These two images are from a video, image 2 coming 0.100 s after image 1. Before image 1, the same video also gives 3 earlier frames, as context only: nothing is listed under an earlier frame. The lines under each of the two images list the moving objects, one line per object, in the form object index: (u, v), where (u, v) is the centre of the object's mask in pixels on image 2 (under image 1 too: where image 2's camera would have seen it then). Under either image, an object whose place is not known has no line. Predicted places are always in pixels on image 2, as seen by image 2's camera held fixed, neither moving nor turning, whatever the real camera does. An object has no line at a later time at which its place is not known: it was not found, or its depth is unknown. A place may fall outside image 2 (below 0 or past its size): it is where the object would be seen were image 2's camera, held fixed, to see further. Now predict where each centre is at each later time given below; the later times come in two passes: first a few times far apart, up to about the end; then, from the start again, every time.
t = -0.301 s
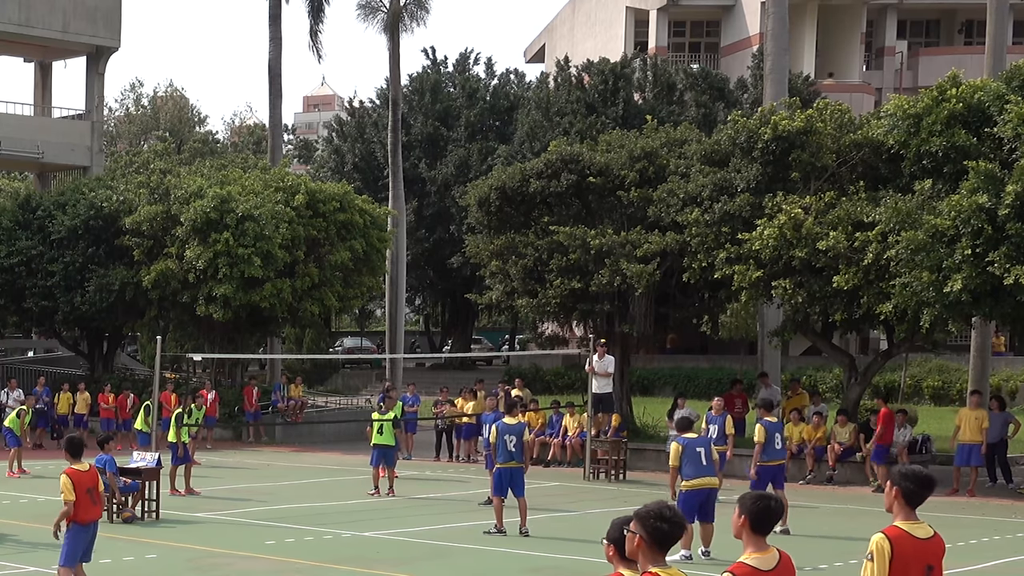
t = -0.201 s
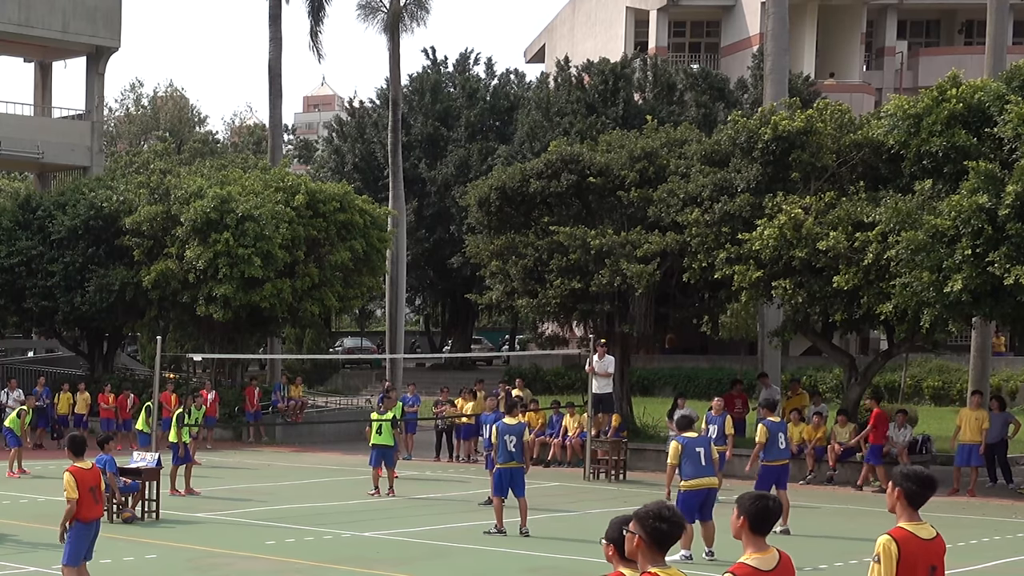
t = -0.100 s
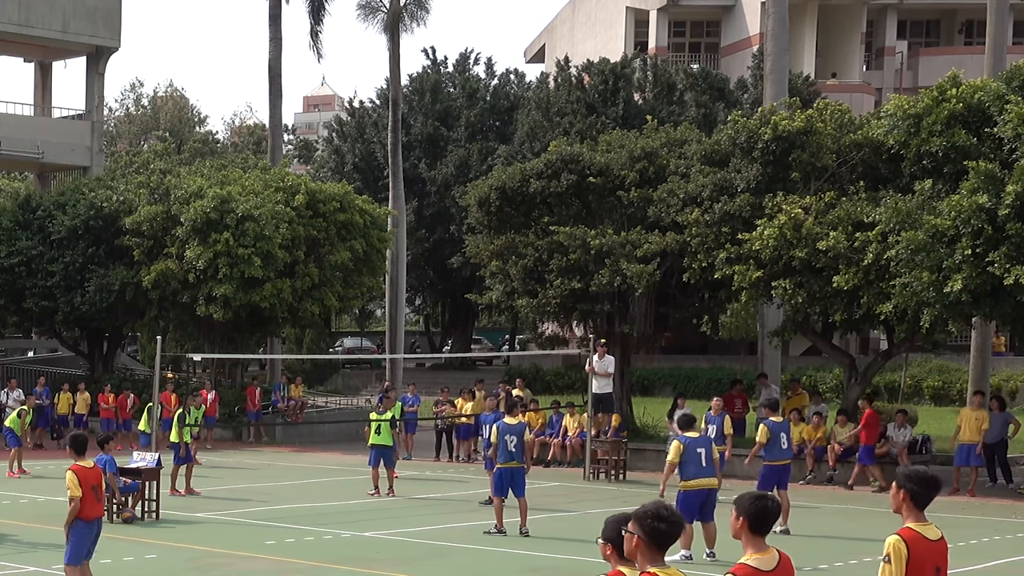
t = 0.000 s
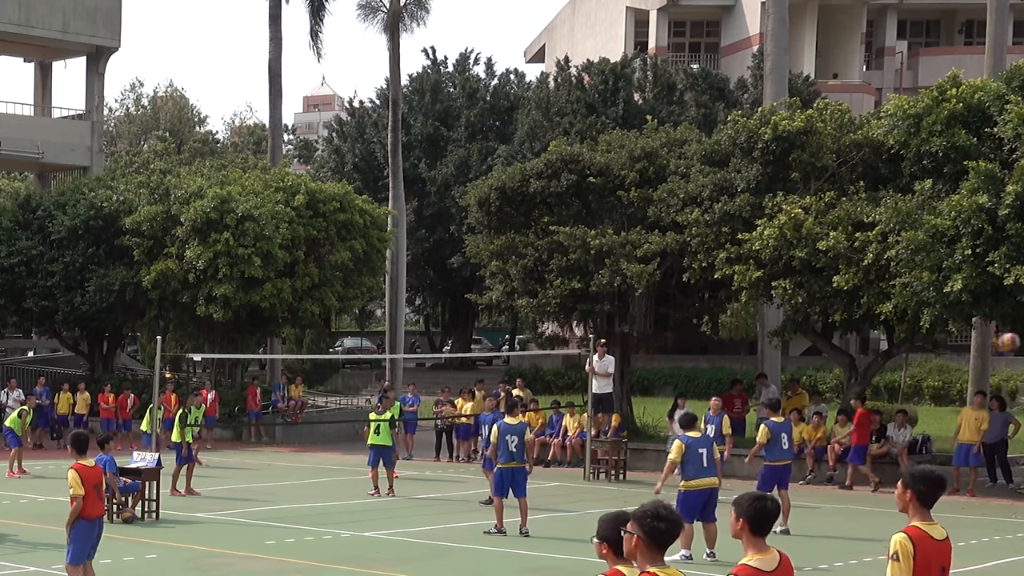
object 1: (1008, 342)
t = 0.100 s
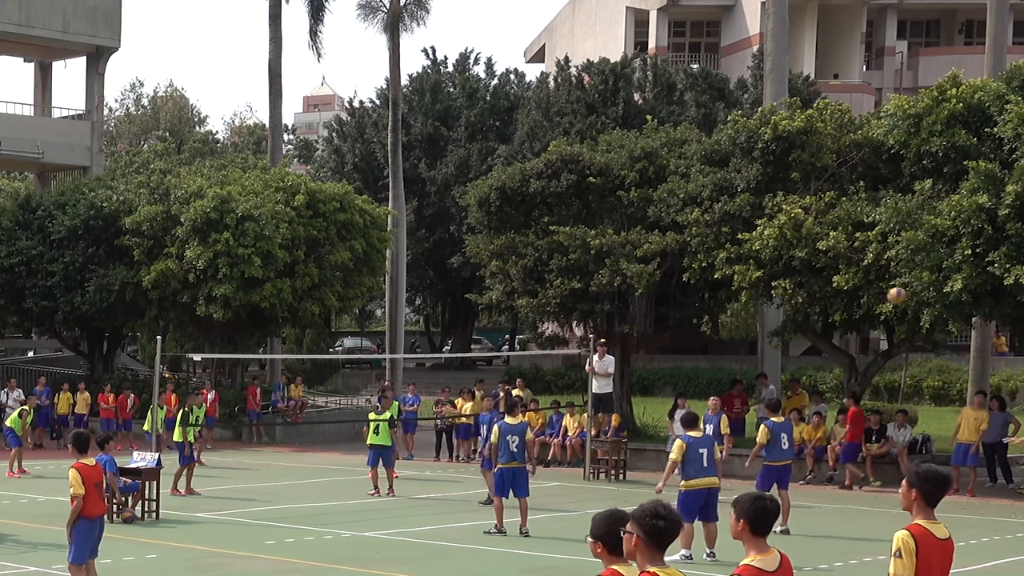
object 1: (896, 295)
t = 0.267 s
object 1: (733, 248)
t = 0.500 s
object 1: (547, 230)
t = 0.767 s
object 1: (382, 253)
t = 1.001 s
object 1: (270, 304)
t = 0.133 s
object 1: (861, 284)
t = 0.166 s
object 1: (827, 273)
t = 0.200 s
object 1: (794, 264)
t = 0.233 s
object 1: (763, 256)
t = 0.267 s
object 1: (733, 248)
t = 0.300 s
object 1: (704, 242)
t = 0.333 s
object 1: (676, 237)
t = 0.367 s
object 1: (649, 232)
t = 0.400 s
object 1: (622, 230)
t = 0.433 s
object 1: (596, 229)
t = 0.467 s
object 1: (571, 228)
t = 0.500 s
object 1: (547, 230)
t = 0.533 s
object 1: (524, 230)
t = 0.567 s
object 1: (502, 231)
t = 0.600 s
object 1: (479, 234)
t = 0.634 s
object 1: (459, 237)
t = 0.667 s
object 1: (438, 240)
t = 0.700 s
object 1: (419, 244)
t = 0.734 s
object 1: (400, 248)
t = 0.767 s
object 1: (382, 253)
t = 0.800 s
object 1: (365, 259)
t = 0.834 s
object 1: (347, 266)
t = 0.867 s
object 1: (331, 273)
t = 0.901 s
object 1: (314, 281)
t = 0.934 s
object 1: (299, 288)
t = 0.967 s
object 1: (284, 296)
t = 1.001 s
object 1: (270, 304)
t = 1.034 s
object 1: (256, 313)
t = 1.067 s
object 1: (242, 323)
